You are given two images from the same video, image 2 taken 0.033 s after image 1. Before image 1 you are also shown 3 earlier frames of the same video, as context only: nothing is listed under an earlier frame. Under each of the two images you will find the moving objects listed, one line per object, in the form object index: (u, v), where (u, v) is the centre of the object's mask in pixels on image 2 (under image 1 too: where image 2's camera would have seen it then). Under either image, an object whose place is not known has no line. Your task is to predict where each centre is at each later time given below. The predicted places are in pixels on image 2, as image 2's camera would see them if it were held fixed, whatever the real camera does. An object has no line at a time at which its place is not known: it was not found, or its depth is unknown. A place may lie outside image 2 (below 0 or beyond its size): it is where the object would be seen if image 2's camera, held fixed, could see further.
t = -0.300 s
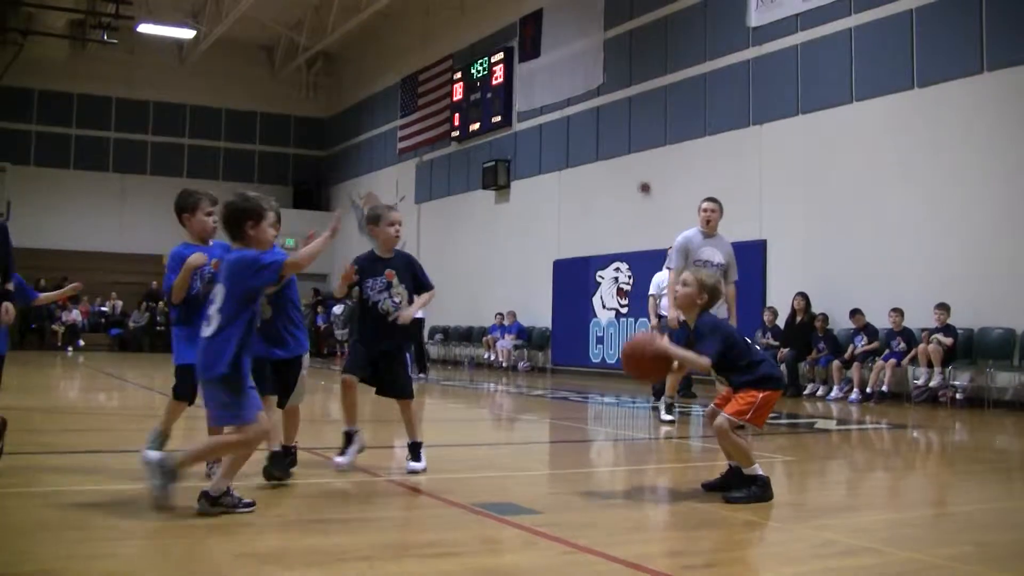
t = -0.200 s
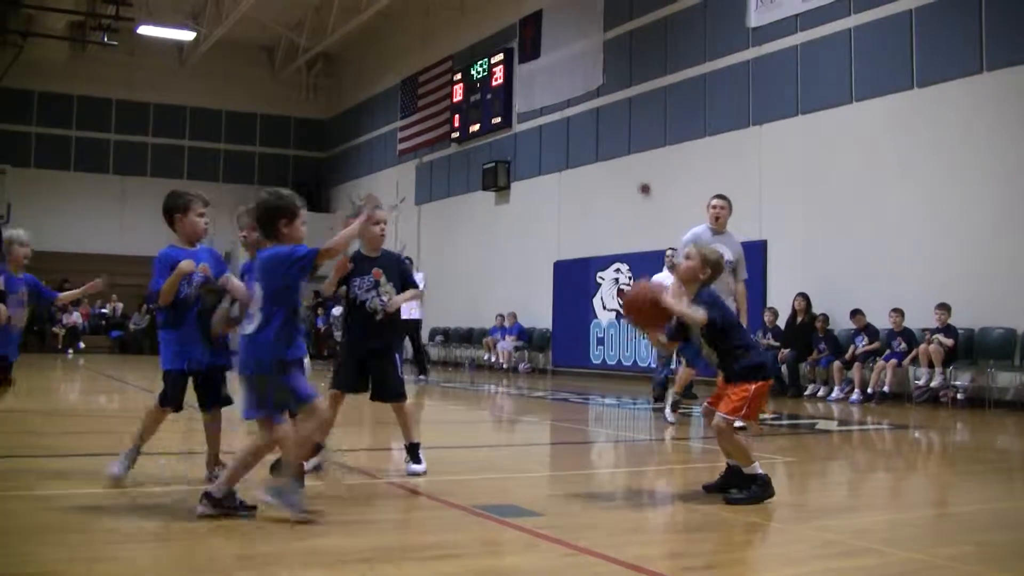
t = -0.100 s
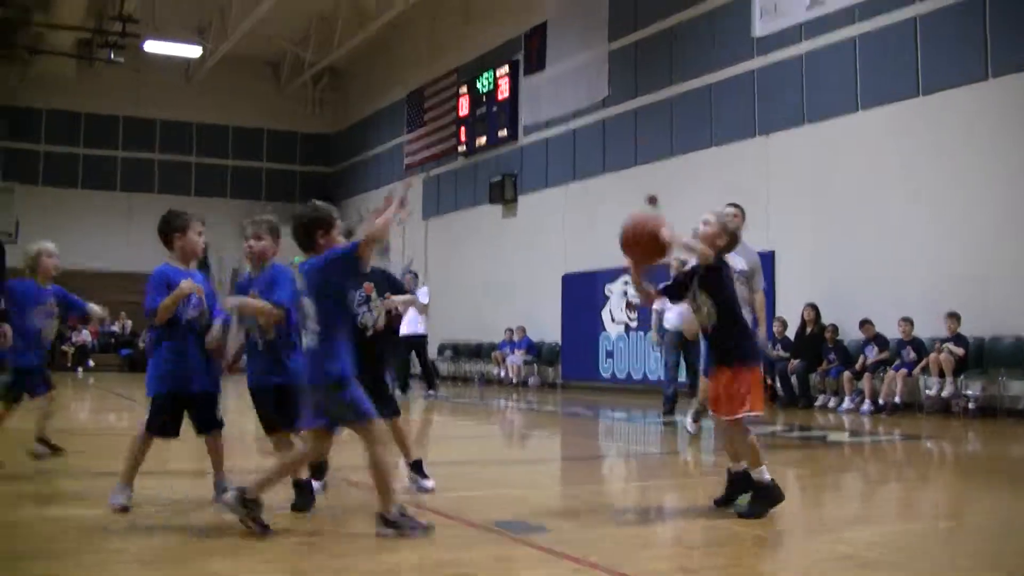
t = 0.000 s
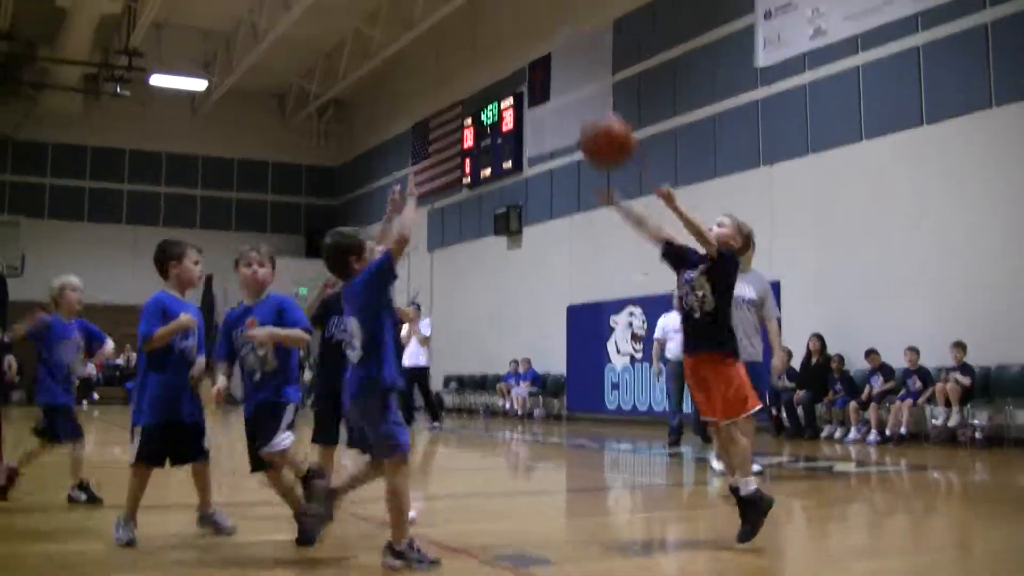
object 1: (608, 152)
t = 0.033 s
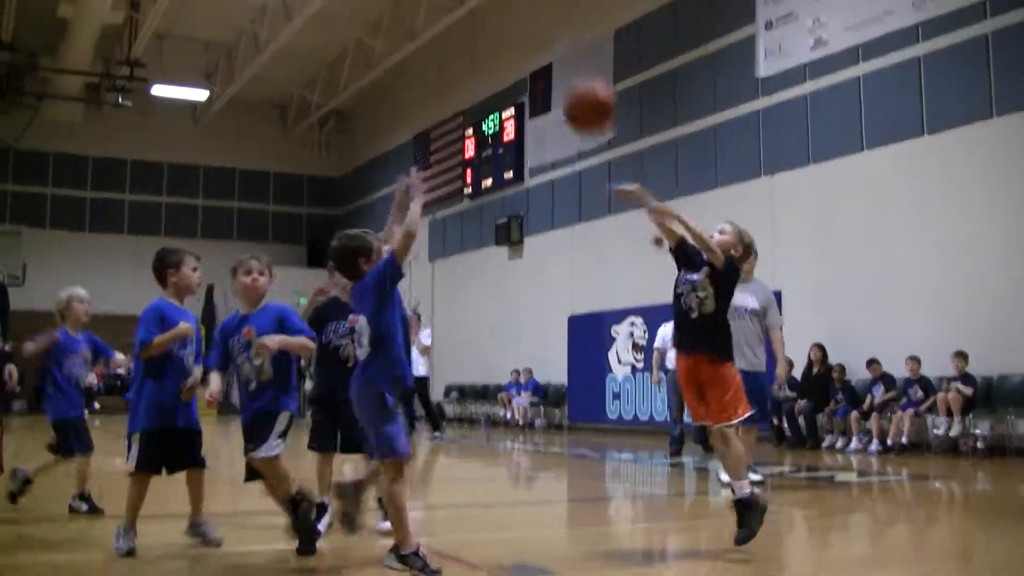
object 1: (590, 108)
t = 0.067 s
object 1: (572, 64)
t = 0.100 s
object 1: (554, 24)
